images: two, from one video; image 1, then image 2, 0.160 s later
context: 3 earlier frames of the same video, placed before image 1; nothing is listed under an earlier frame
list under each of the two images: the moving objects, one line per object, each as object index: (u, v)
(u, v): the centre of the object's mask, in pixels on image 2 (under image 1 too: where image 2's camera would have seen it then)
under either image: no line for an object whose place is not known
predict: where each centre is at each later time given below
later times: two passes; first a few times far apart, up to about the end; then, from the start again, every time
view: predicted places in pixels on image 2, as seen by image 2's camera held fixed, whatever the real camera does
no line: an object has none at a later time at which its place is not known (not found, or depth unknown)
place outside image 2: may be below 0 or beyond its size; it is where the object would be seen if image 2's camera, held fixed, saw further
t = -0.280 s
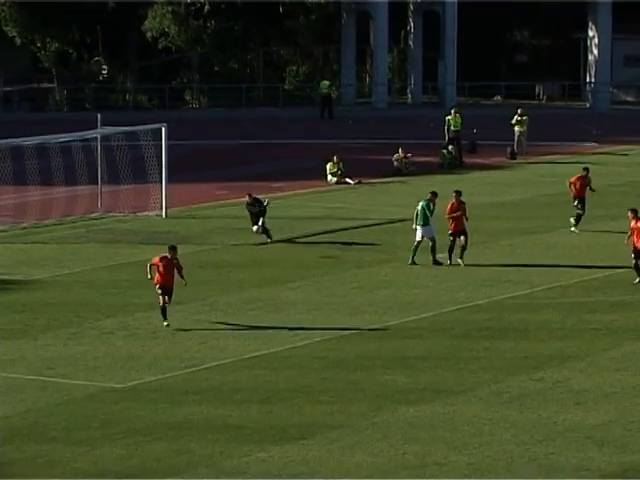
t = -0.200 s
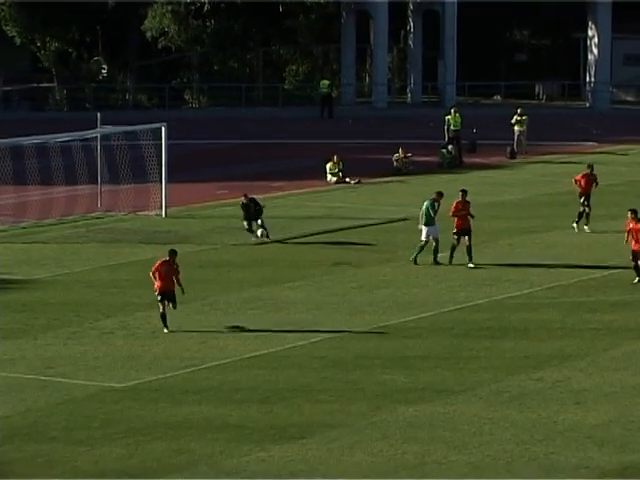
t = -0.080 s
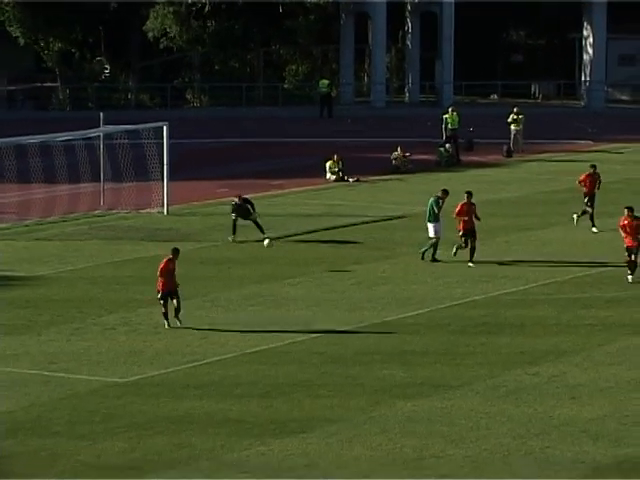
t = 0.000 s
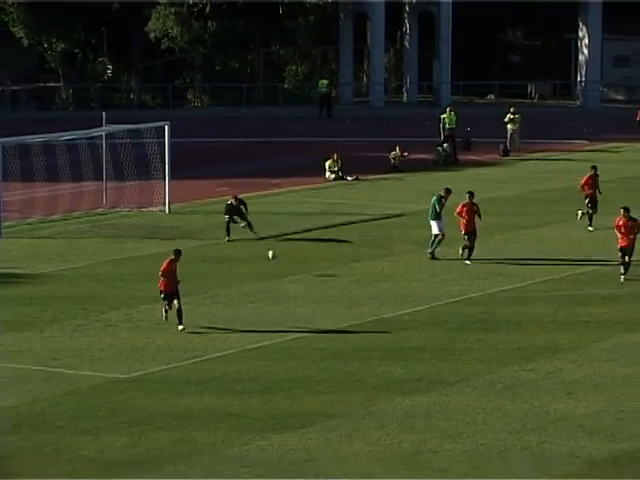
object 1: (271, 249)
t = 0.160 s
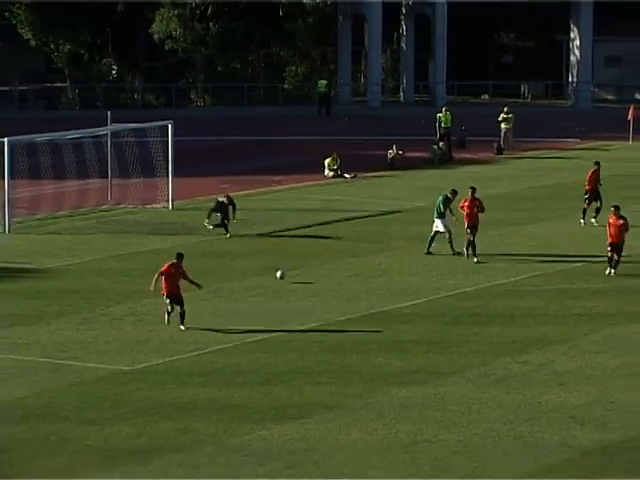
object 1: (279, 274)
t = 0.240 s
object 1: (281, 269)
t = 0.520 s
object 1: (287, 277)
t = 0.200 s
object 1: (280, 272)
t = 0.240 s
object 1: (281, 269)
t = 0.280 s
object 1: (282, 267)
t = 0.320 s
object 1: (283, 267)
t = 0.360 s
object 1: (284, 268)
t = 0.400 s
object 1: (285, 269)
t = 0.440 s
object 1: (285, 270)
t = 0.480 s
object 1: (287, 273)
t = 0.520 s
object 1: (287, 277)
